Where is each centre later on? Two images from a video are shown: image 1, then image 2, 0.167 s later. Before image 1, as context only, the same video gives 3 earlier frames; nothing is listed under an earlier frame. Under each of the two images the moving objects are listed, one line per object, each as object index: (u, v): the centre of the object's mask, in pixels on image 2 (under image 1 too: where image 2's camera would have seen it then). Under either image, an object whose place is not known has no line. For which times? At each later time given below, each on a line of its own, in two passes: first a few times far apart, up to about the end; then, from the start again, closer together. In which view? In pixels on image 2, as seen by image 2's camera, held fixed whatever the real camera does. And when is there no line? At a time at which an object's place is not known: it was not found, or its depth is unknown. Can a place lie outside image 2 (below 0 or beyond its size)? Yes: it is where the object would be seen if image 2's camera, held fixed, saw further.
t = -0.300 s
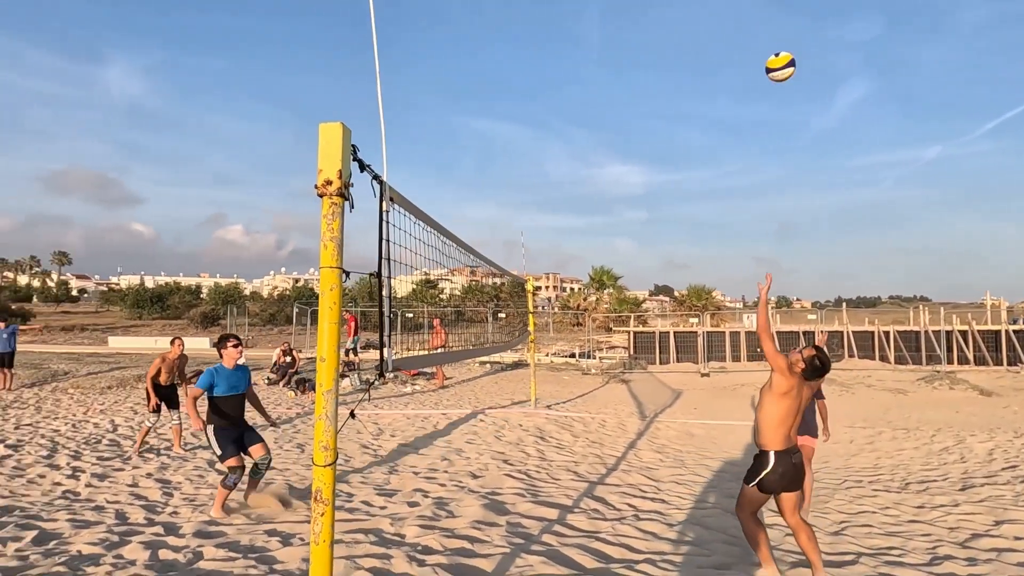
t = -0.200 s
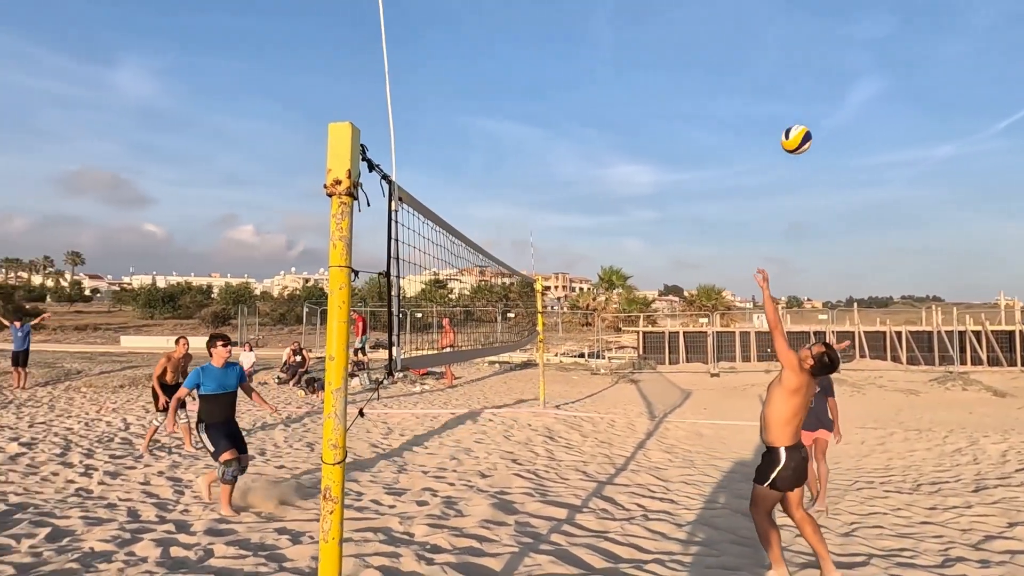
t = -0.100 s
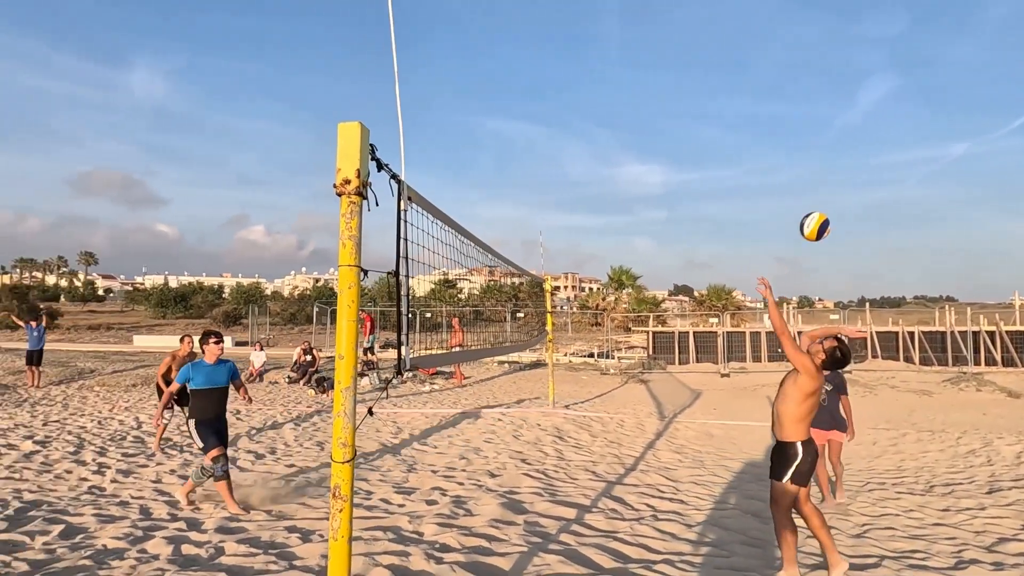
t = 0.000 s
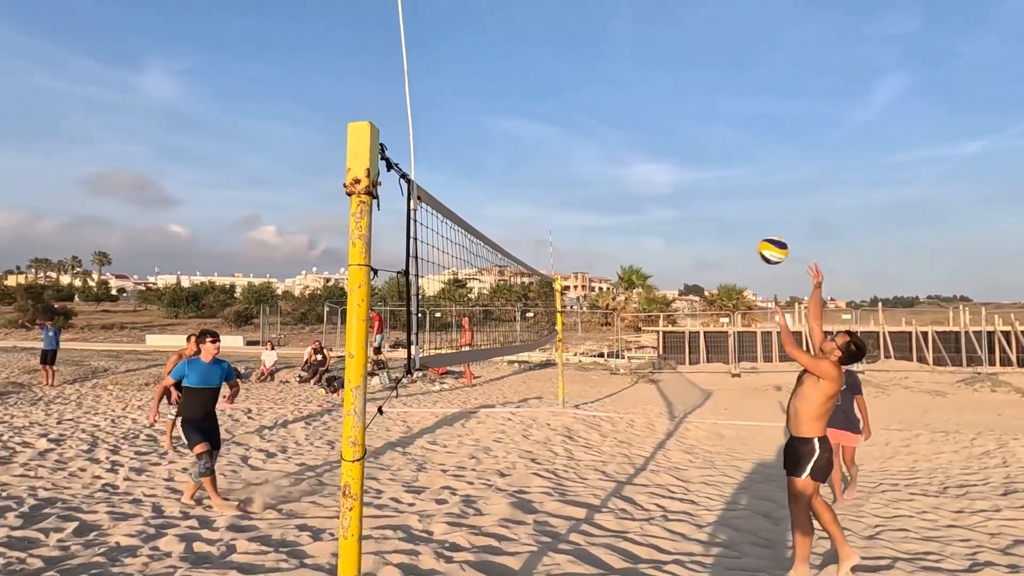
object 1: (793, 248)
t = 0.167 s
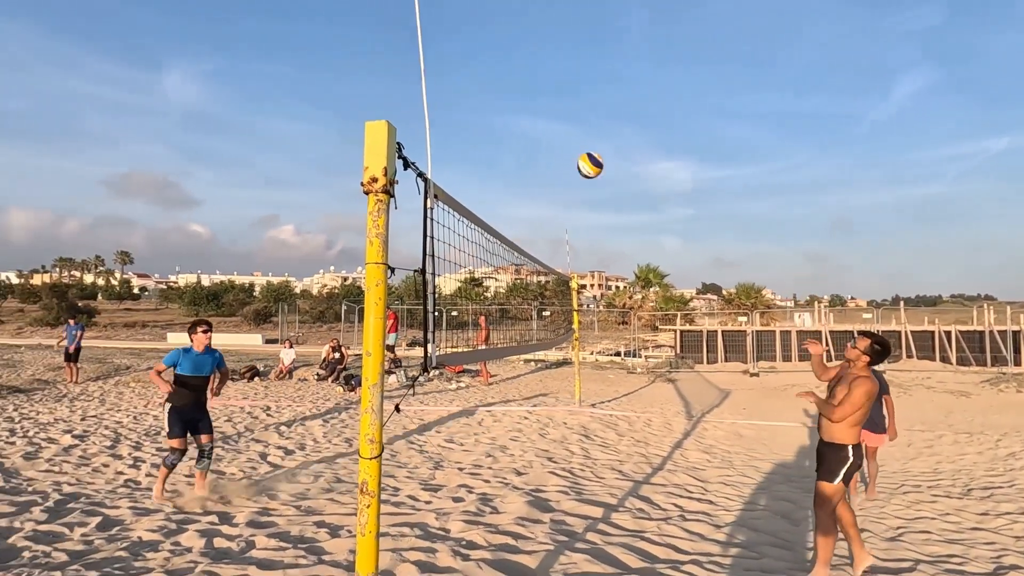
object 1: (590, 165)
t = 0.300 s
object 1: (457, 135)
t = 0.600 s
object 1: (226, 150)
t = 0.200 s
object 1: (555, 155)
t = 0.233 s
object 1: (521, 147)
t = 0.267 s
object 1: (488, 140)
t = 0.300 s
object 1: (457, 135)
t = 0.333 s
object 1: (426, 133)
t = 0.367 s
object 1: (401, 130)
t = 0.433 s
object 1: (343, 131)
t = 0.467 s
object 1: (317, 133)
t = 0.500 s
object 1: (293, 136)
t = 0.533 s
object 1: (269, 139)
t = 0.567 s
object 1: (247, 144)
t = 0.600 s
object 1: (226, 150)
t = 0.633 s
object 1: (205, 157)
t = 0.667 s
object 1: (185, 164)
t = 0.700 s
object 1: (166, 173)
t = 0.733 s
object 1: (147, 182)
